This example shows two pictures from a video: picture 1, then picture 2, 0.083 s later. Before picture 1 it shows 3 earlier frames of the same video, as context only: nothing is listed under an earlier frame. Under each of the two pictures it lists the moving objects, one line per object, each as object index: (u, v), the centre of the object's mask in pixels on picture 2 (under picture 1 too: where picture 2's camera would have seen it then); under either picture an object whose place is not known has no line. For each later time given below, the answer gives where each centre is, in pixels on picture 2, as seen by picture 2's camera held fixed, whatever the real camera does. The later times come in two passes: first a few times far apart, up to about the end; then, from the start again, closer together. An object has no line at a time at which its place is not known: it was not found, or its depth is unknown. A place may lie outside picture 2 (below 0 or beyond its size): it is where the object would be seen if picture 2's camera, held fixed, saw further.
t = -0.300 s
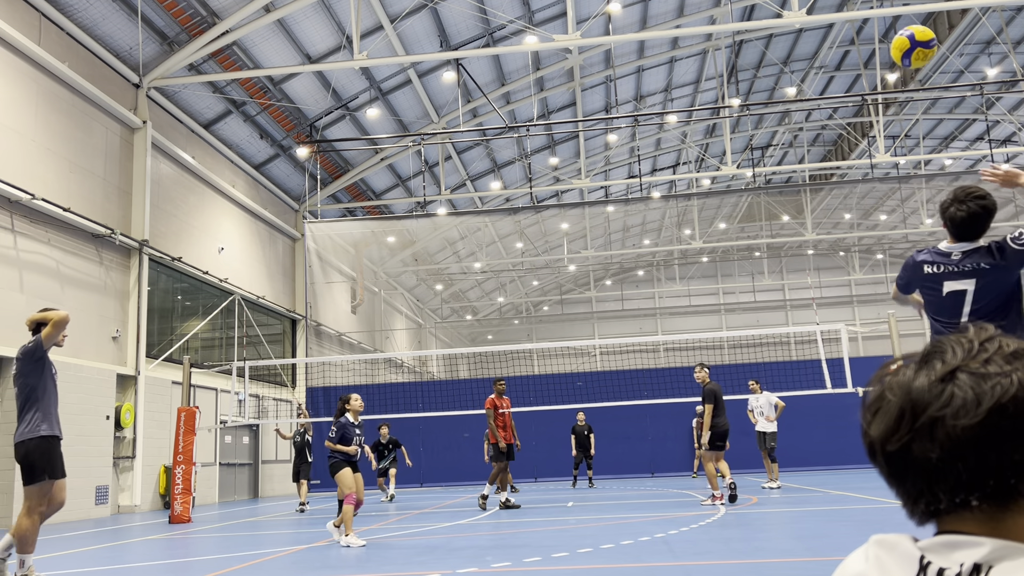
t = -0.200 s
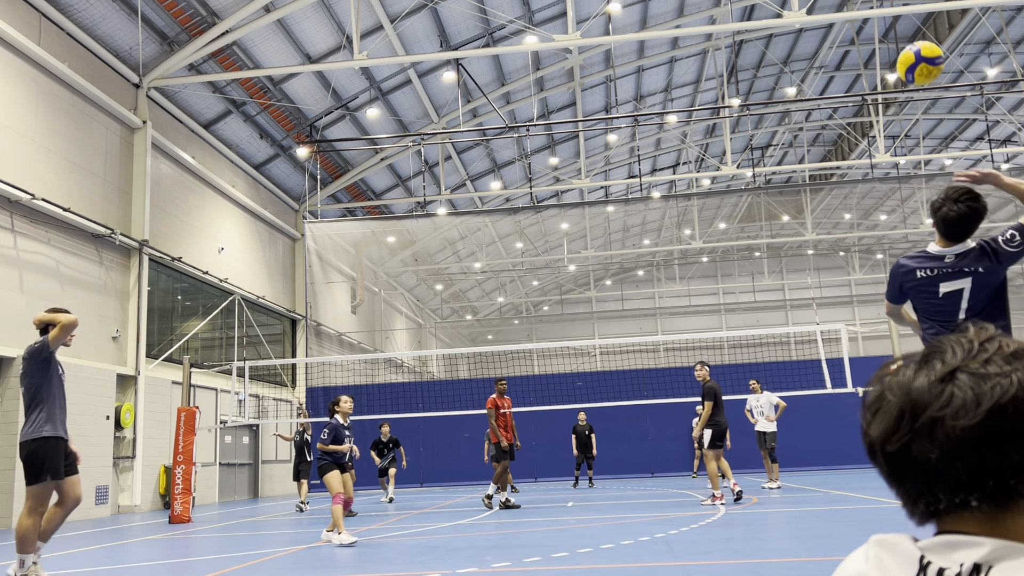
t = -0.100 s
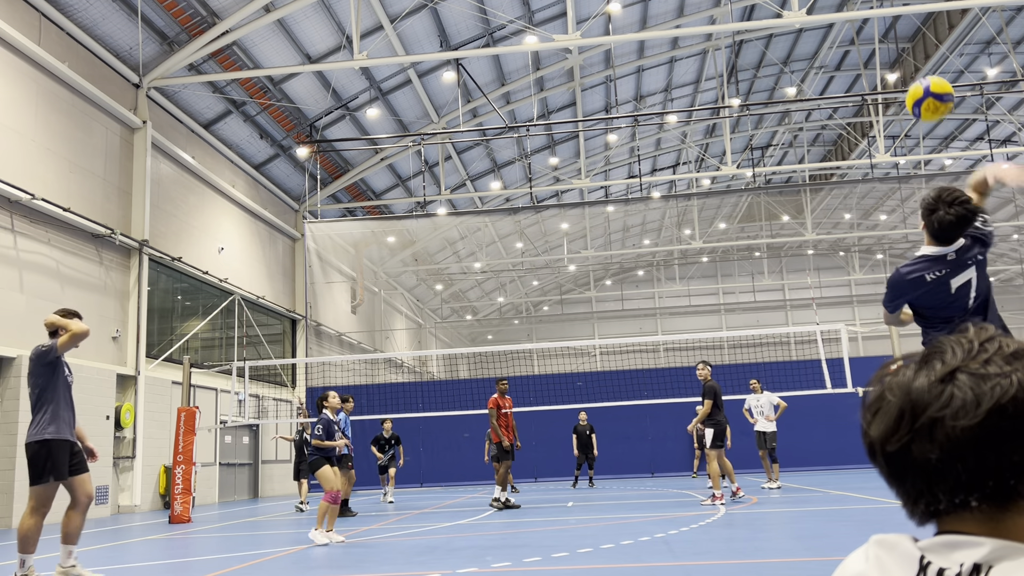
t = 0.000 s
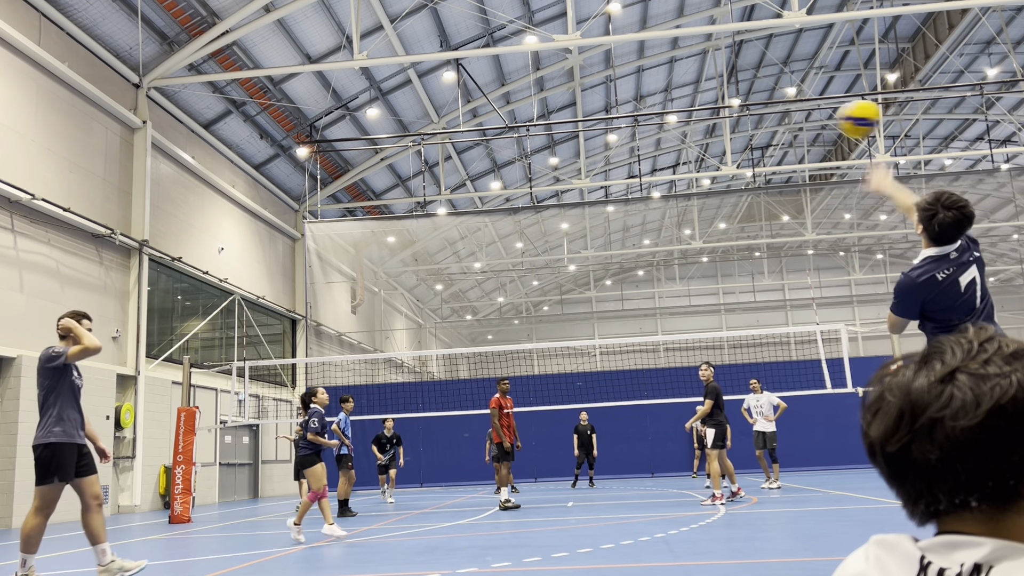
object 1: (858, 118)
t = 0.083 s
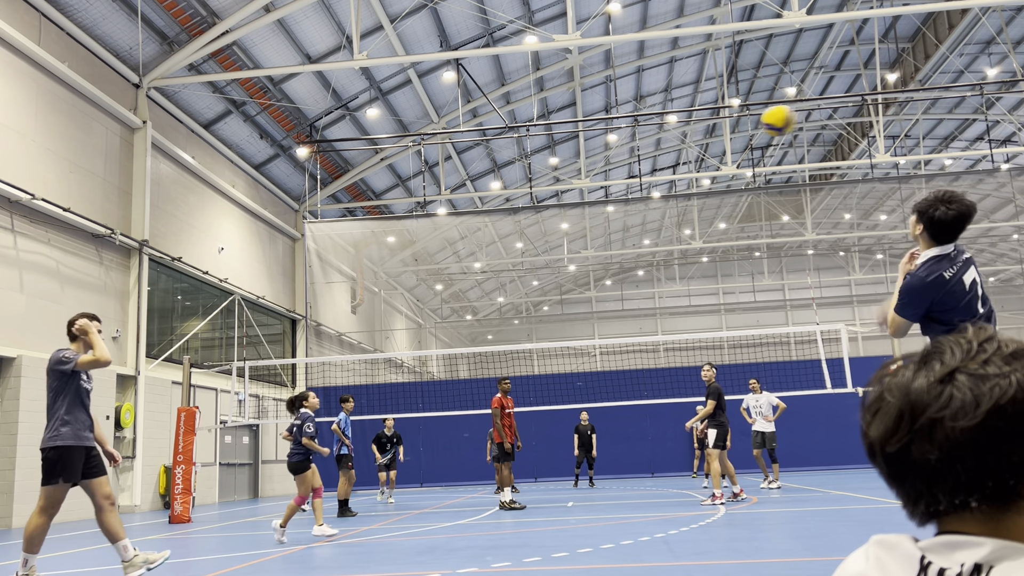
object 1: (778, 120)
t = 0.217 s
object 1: (697, 135)
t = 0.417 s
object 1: (632, 175)
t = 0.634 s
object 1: (595, 230)
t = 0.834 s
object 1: (575, 286)
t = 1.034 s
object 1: (565, 347)
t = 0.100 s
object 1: (766, 121)
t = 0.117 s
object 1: (754, 123)
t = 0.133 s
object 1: (743, 124)
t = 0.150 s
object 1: (732, 126)
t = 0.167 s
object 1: (722, 128)
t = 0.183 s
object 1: (713, 131)
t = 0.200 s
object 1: (705, 133)
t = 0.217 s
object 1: (697, 135)
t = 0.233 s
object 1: (690, 138)
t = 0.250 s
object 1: (683, 140)
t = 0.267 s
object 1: (676, 144)
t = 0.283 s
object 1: (670, 147)
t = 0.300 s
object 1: (664, 150)
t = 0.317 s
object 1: (658, 153)
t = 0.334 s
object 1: (653, 156)
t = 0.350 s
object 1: (648, 160)
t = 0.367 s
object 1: (644, 164)
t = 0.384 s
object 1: (639, 168)
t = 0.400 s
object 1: (635, 171)
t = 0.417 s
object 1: (632, 175)
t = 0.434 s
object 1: (628, 179)
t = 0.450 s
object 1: (624, 183)
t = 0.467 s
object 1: (621, 187)
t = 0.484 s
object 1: (618, 191)
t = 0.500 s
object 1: (614, 195)
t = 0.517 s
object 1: (612, 199)
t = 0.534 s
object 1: (609, 203)
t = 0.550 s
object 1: (607, 207)
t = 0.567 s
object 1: (604, 212)
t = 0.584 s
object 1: (602, 216)
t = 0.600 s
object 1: (599, 221)
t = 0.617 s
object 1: (597, 225)
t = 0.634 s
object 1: (595, 230)
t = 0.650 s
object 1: (593, 235)
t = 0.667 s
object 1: (590, 239)
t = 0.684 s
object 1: (589, 243)
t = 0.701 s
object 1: (587, 248)
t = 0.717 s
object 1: (585, 253)
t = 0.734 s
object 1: (584, 257)
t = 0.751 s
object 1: (582, 262)
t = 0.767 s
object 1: (581, 266)
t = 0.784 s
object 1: (579, 271)
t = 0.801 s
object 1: (578, 276)
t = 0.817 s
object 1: (576, 280)
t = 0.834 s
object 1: (575, 286)
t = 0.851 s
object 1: (574, 290)
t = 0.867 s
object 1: (573, 294)
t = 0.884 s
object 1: (572, 299)
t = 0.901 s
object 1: (571, 305)
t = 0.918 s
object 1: (570, 309)
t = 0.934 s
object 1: (569, 314)
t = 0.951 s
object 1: (568, 319)
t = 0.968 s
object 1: (568, 324)
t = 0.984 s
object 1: (566, 330)
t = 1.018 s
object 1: (565, 338)
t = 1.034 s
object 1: (565, 347)
